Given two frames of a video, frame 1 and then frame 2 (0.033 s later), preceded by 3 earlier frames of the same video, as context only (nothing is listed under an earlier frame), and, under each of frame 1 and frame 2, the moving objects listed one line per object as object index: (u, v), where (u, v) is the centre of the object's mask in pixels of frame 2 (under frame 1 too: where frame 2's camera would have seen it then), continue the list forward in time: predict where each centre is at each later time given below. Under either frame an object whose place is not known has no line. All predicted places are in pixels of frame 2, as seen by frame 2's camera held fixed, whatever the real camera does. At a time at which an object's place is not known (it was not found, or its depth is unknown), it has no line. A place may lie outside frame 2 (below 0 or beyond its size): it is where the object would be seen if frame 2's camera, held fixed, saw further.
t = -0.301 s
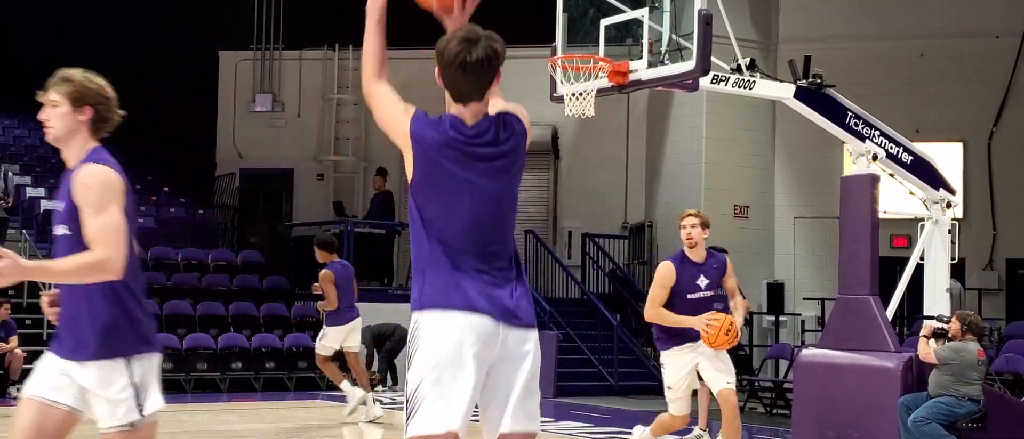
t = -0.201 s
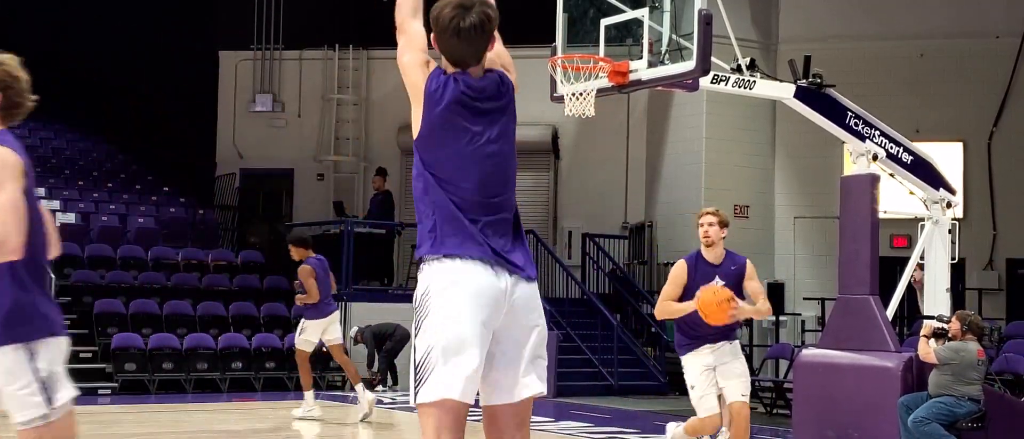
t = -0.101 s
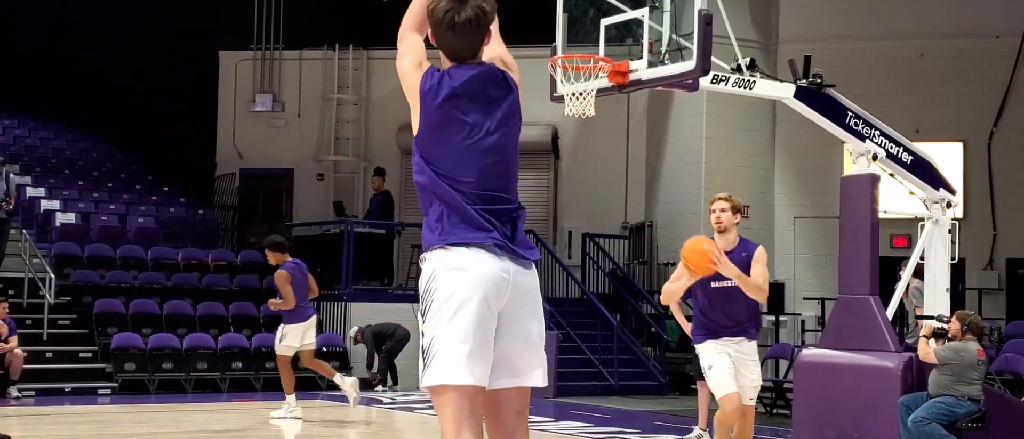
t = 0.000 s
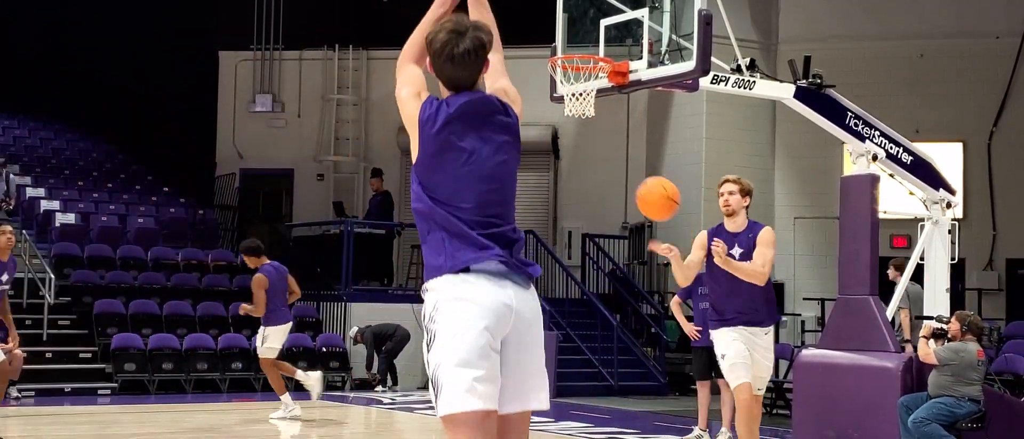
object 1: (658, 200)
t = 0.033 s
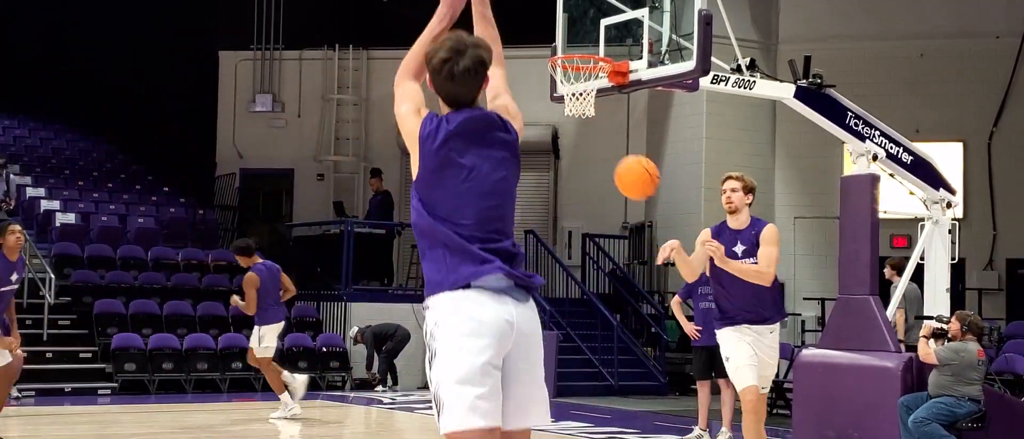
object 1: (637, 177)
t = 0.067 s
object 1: (614, 157)
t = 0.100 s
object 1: (593, 140)
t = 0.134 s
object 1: (568, 123)
